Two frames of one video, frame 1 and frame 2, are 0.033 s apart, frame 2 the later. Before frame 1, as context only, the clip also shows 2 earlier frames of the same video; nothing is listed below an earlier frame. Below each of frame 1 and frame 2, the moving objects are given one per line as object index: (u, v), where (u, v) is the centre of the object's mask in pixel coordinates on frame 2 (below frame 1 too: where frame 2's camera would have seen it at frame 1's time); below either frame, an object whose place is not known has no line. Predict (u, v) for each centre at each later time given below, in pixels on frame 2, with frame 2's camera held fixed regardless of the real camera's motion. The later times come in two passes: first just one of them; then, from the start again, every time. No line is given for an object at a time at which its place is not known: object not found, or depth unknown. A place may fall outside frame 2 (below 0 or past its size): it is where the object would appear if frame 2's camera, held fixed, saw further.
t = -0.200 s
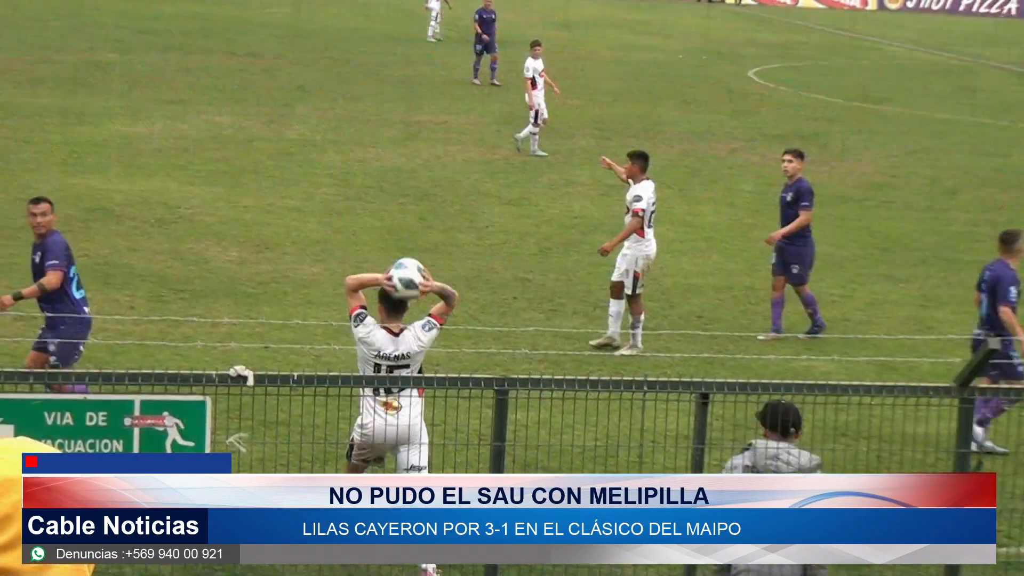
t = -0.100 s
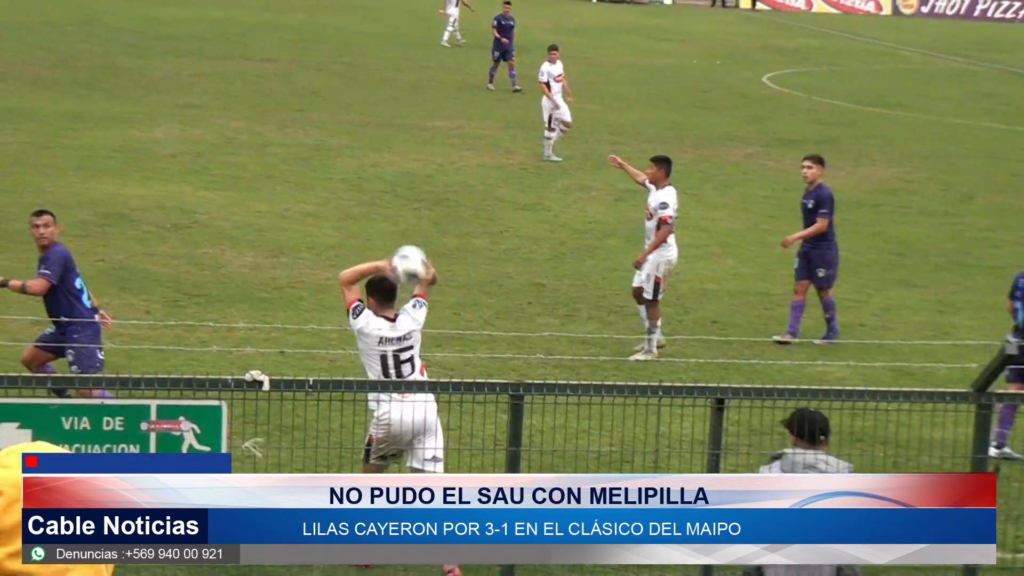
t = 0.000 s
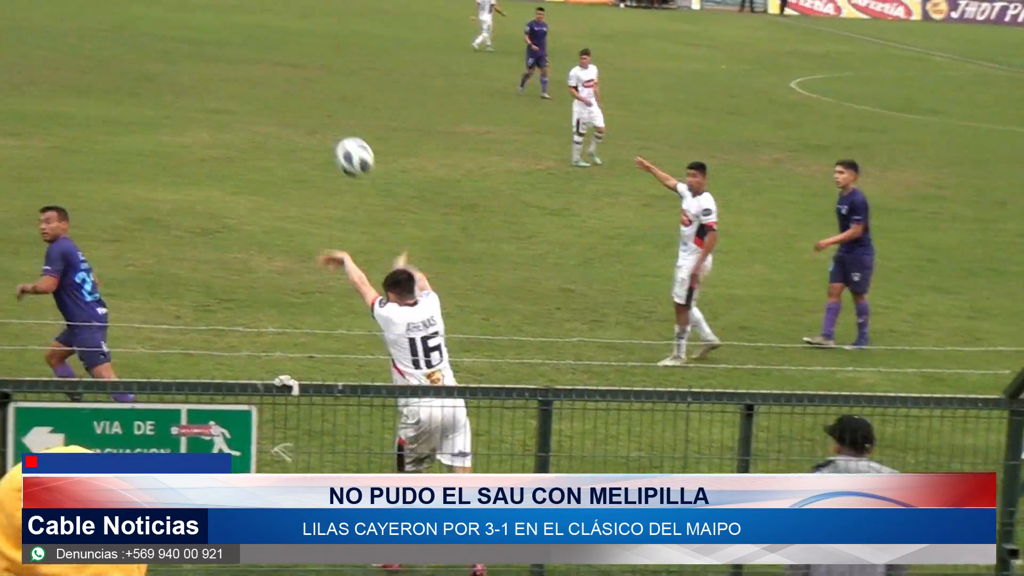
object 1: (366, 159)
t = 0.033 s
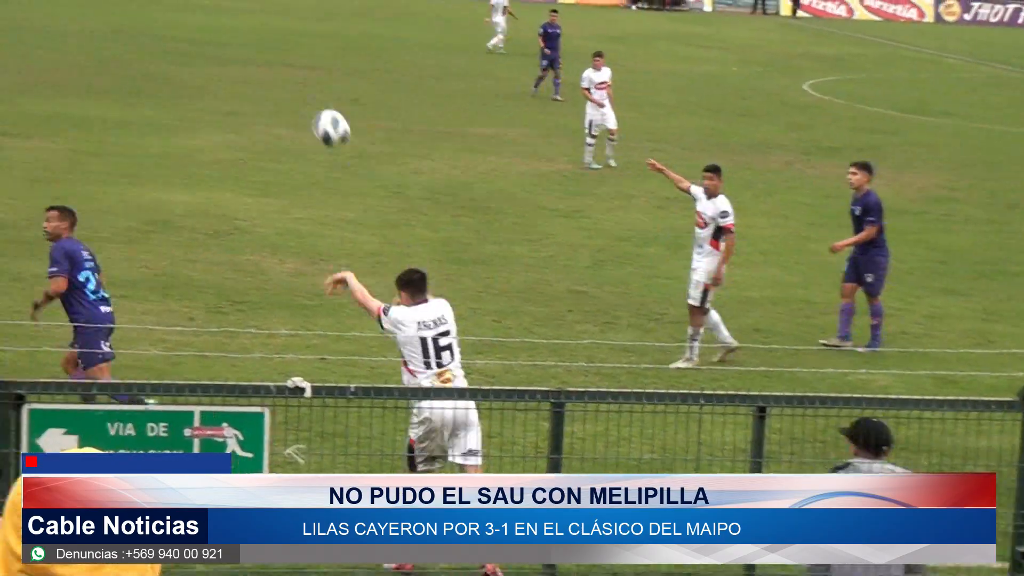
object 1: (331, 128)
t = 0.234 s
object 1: (140, -1)
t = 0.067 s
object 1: (296, 100)
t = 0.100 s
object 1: (263, 75)
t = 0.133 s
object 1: (231, 53)
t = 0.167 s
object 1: (199, 33)
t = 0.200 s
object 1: (169, 15)
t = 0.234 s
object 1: (140, -1)
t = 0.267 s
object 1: (111, -12)
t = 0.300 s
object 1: (85, -20)
